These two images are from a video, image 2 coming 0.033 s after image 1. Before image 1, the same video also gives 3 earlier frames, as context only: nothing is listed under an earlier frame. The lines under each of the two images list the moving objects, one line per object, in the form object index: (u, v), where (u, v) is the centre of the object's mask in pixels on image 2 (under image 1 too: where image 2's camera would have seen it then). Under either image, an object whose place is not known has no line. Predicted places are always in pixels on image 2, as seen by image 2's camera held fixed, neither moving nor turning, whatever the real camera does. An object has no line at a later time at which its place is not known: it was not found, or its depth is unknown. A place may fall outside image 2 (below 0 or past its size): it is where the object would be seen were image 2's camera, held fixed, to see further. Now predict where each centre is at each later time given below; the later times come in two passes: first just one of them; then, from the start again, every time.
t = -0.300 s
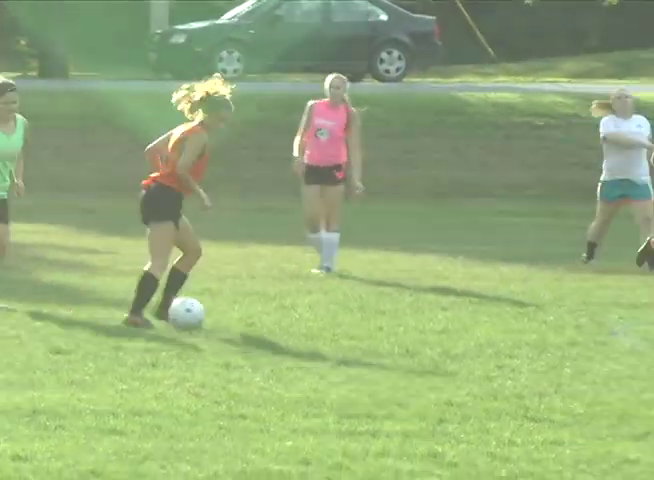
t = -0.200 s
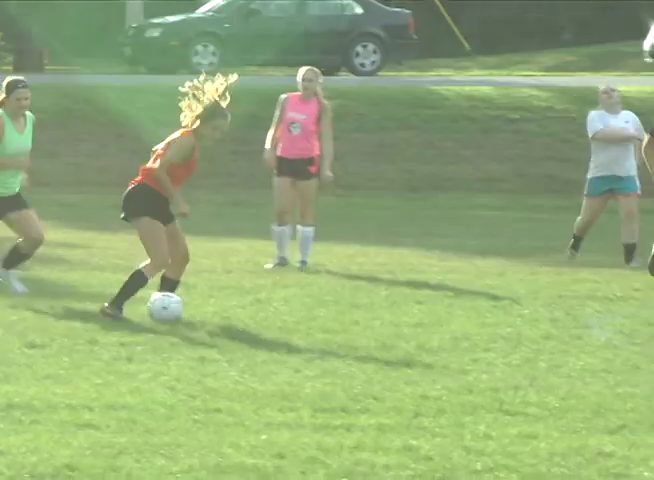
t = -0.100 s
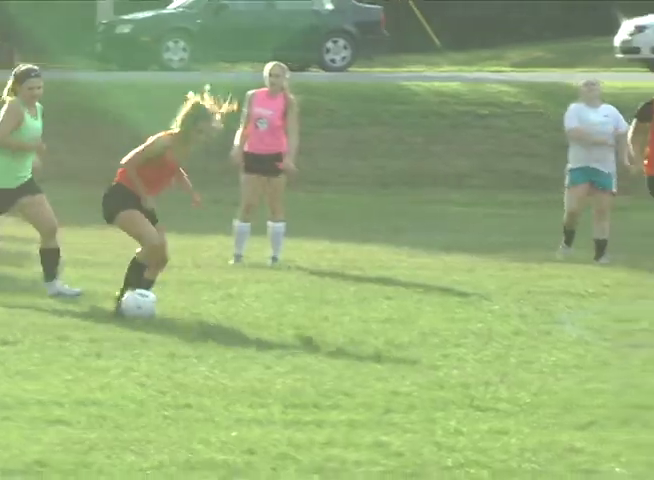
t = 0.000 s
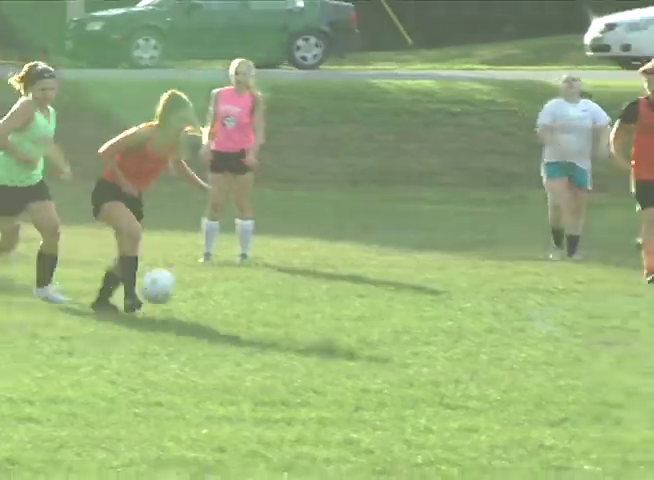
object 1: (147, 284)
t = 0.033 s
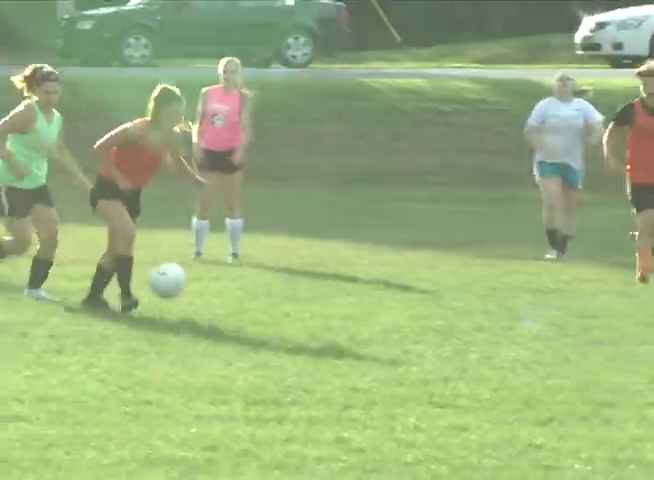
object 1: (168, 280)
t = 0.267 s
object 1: (300, 295)
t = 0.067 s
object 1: (186, 276)
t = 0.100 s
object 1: (205, 275)
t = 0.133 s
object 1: (224, 276)
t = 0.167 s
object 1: (243, 278)
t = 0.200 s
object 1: (261, 282)
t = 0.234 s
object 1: (281, 287)
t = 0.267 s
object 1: (300, 295)
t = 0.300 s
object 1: (318, 304)
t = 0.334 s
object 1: (337, 314)
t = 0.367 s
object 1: (351, 317)
